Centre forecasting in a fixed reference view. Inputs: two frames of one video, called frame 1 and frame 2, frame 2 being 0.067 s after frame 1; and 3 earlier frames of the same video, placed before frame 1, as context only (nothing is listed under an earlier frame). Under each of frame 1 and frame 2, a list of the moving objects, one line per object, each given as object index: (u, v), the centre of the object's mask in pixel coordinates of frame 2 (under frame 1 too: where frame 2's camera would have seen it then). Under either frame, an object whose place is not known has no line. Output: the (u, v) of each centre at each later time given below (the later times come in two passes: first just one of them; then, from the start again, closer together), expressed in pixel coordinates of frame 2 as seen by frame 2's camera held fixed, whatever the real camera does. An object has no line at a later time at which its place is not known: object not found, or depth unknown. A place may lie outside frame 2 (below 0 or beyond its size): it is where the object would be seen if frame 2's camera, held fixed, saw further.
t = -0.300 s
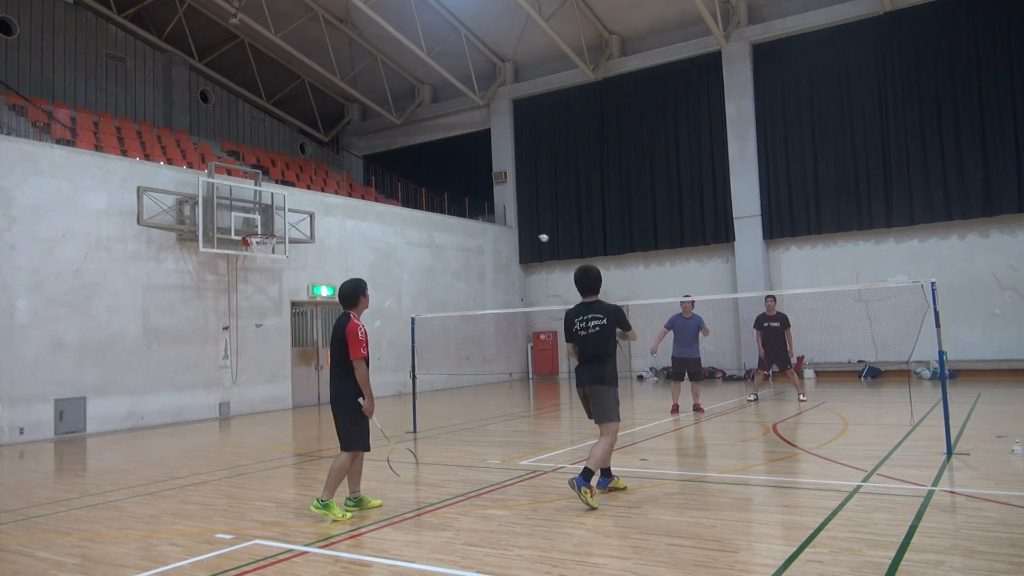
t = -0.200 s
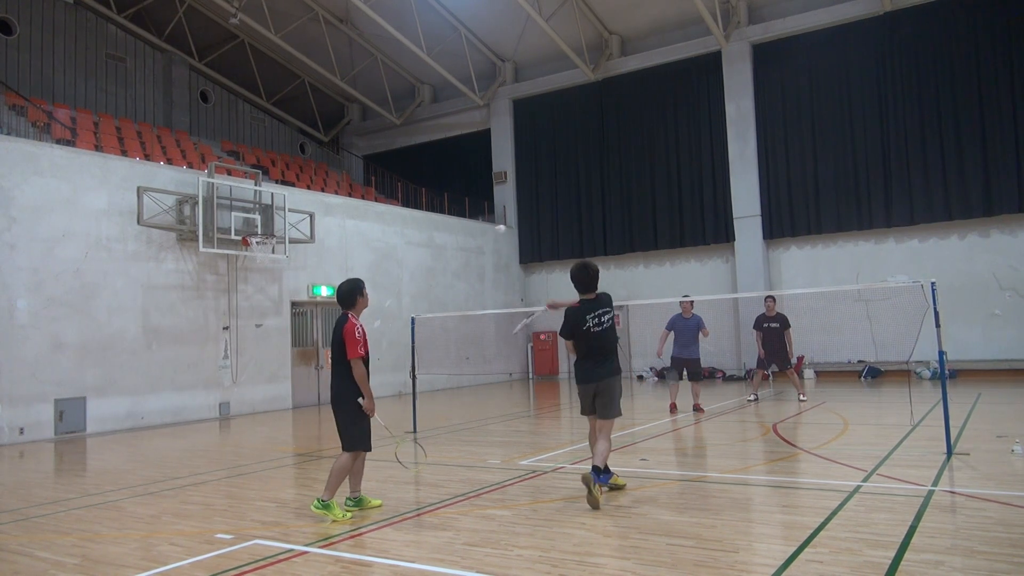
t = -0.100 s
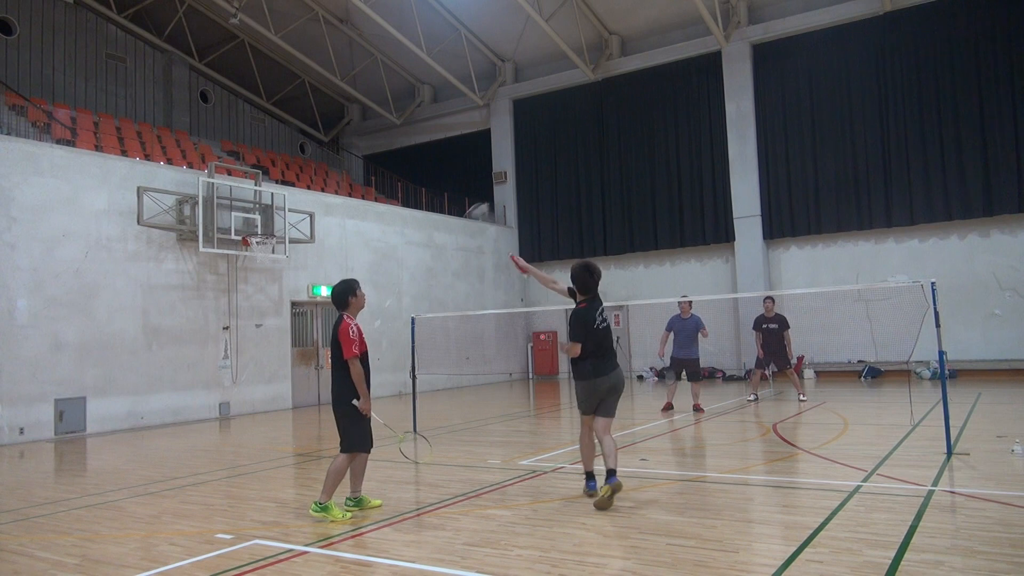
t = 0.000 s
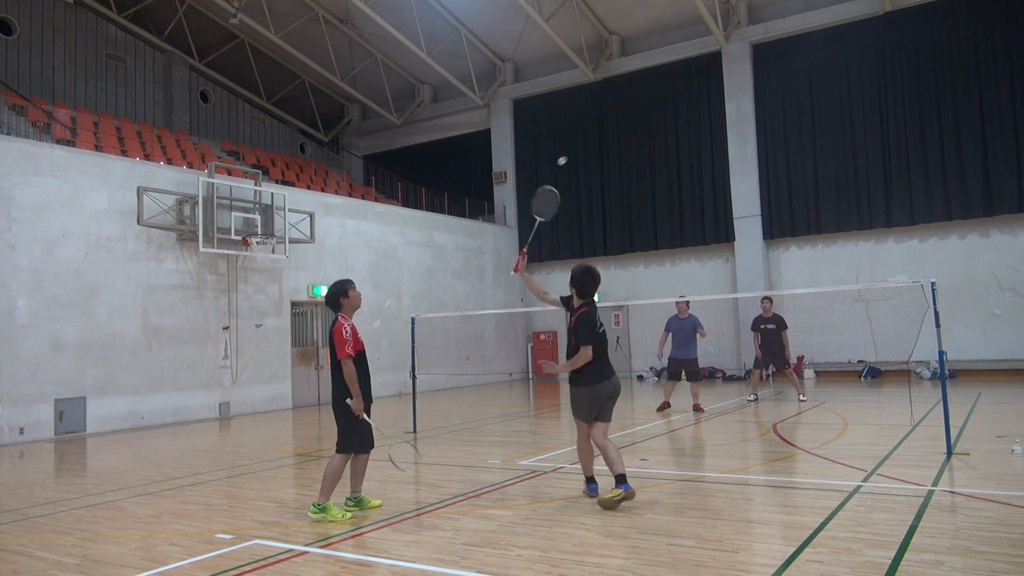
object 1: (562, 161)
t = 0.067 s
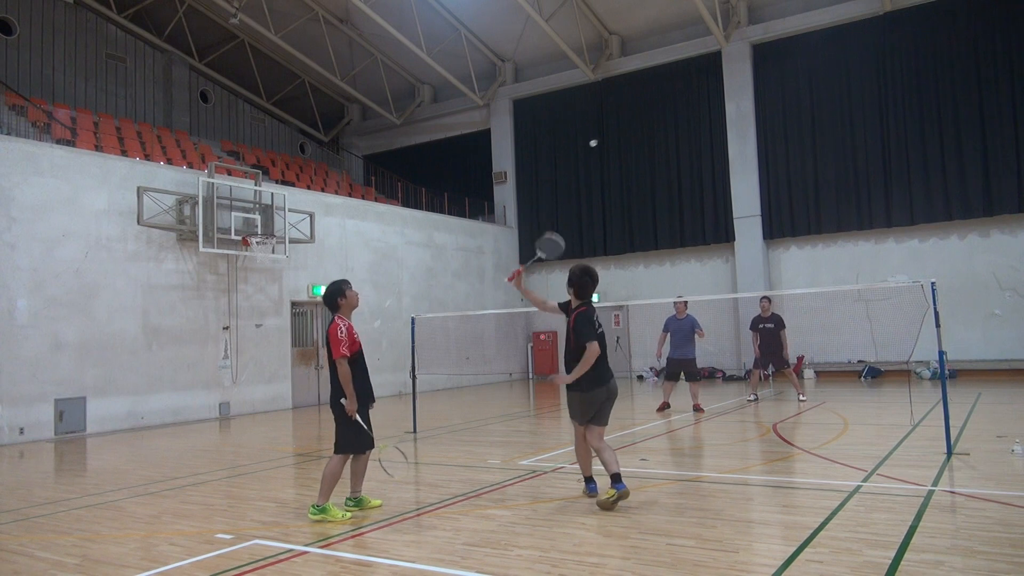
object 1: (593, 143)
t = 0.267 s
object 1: (648, 127)
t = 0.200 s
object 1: (633, 128)
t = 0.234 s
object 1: (641, 127)
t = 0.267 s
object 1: (648, 127)
